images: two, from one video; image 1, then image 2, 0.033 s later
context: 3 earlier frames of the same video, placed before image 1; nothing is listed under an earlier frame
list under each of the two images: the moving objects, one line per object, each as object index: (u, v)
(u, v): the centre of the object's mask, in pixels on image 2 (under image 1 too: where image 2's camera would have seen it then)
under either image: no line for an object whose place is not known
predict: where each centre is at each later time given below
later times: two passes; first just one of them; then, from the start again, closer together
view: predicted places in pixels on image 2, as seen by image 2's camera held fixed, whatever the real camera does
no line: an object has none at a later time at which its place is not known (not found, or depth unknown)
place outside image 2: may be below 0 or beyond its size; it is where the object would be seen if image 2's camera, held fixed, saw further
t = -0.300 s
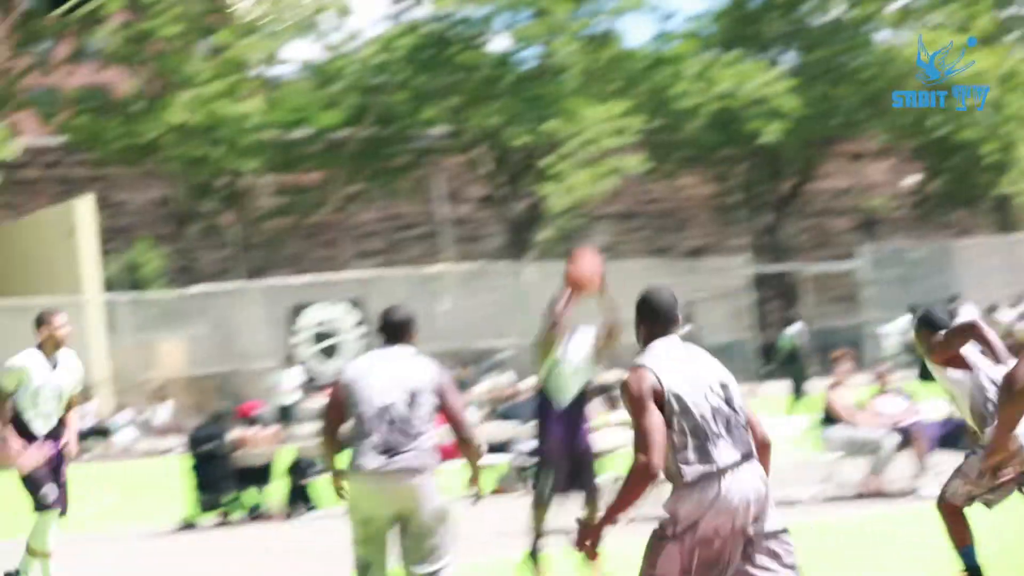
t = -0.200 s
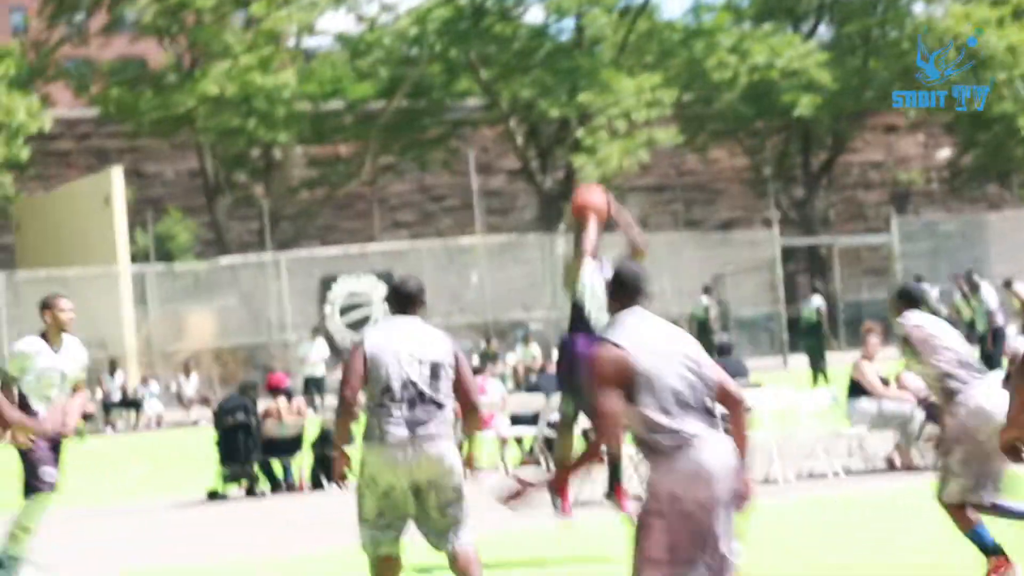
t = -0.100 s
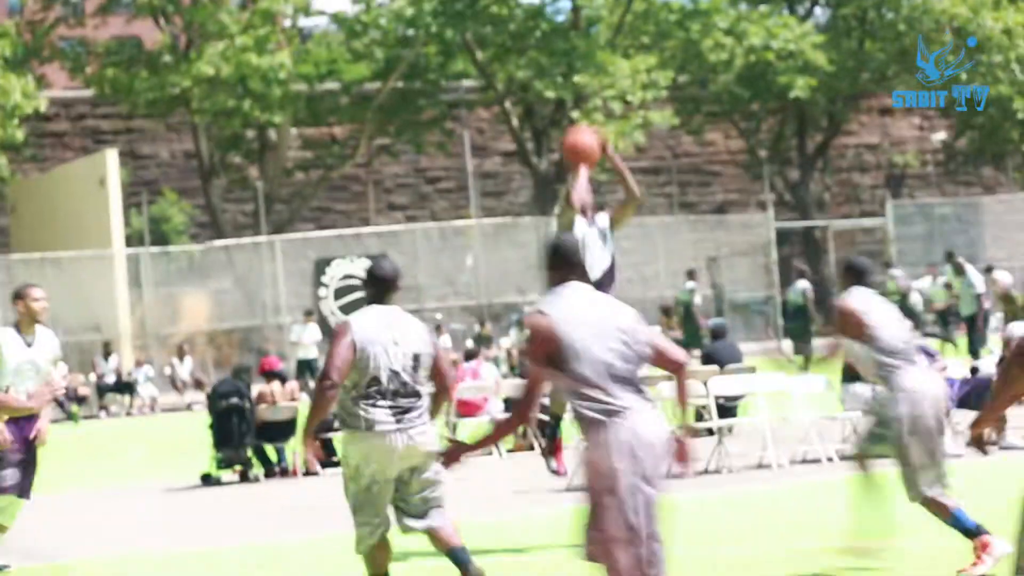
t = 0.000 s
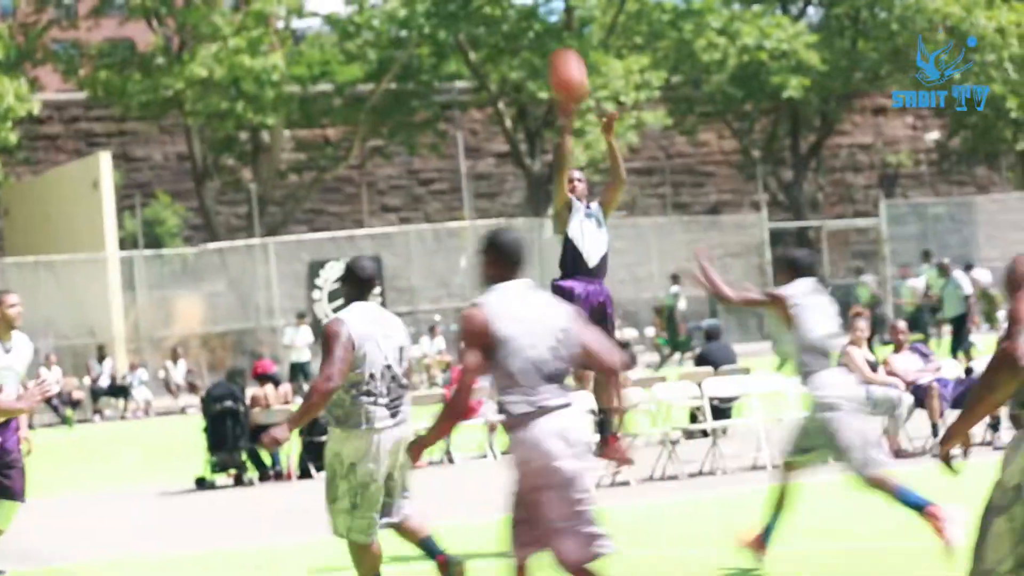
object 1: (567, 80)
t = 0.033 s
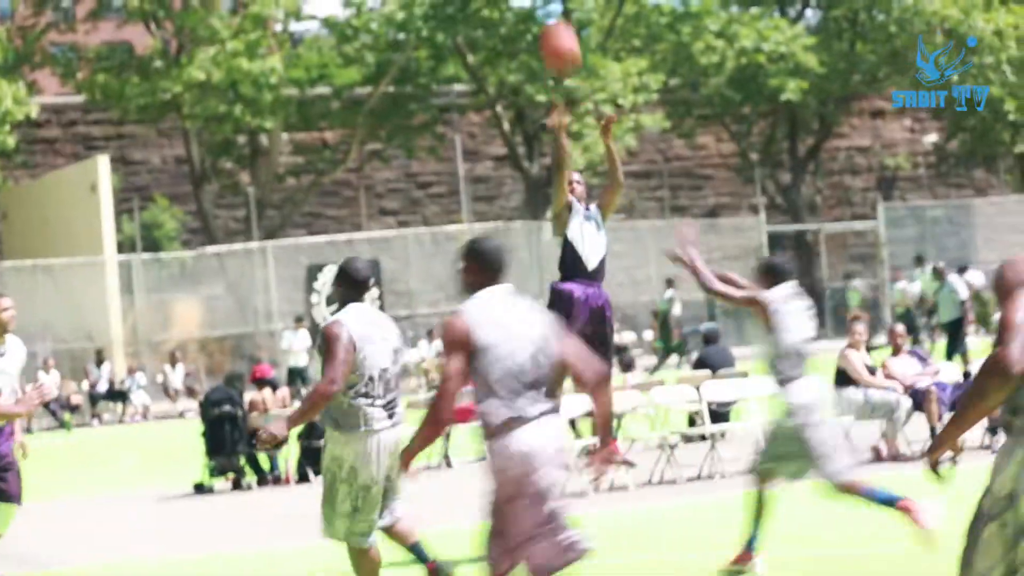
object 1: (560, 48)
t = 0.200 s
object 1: (526, -111)
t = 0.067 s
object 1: (554, 14)
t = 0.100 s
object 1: (549, -14)
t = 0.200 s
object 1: (526, -111)
